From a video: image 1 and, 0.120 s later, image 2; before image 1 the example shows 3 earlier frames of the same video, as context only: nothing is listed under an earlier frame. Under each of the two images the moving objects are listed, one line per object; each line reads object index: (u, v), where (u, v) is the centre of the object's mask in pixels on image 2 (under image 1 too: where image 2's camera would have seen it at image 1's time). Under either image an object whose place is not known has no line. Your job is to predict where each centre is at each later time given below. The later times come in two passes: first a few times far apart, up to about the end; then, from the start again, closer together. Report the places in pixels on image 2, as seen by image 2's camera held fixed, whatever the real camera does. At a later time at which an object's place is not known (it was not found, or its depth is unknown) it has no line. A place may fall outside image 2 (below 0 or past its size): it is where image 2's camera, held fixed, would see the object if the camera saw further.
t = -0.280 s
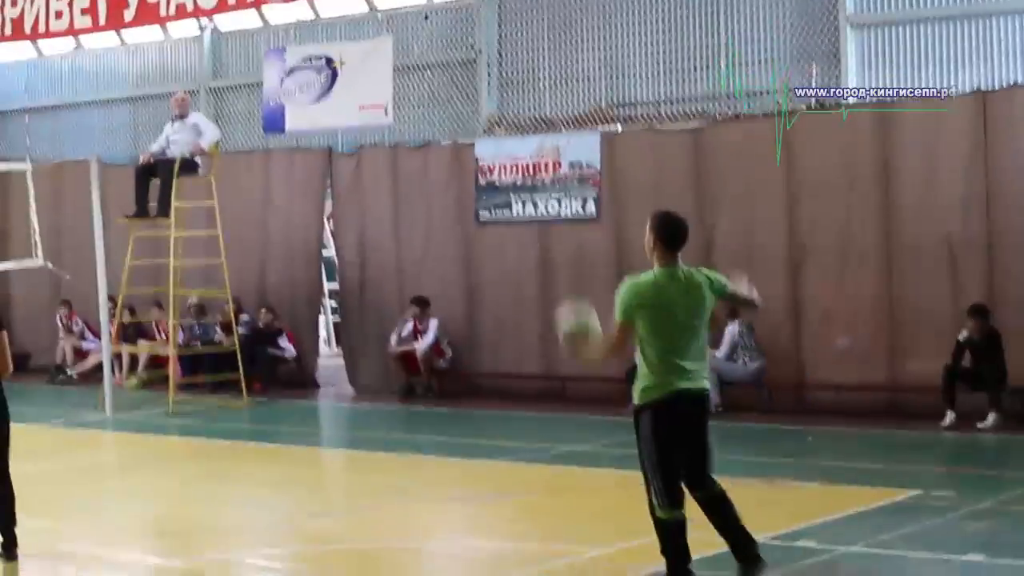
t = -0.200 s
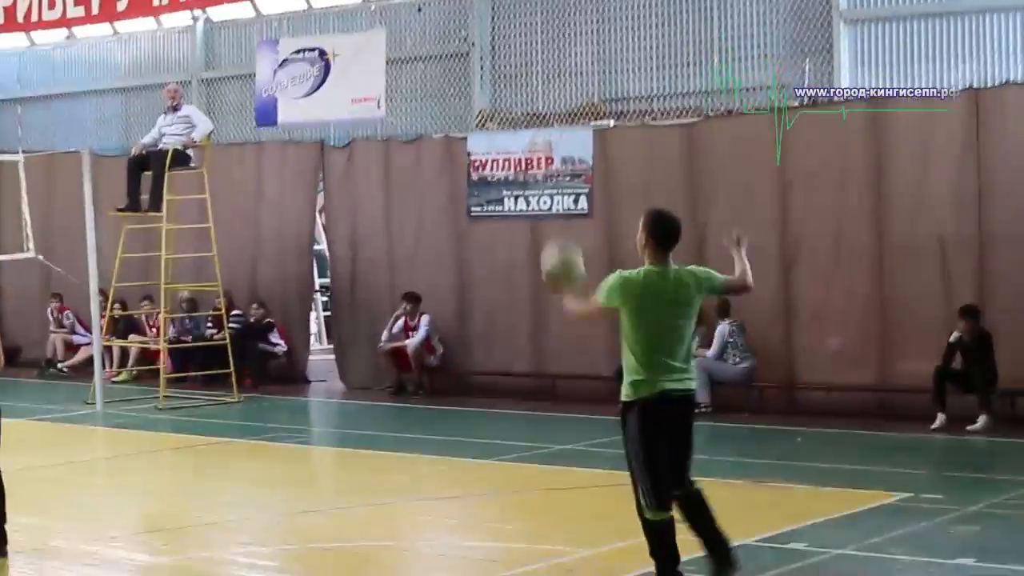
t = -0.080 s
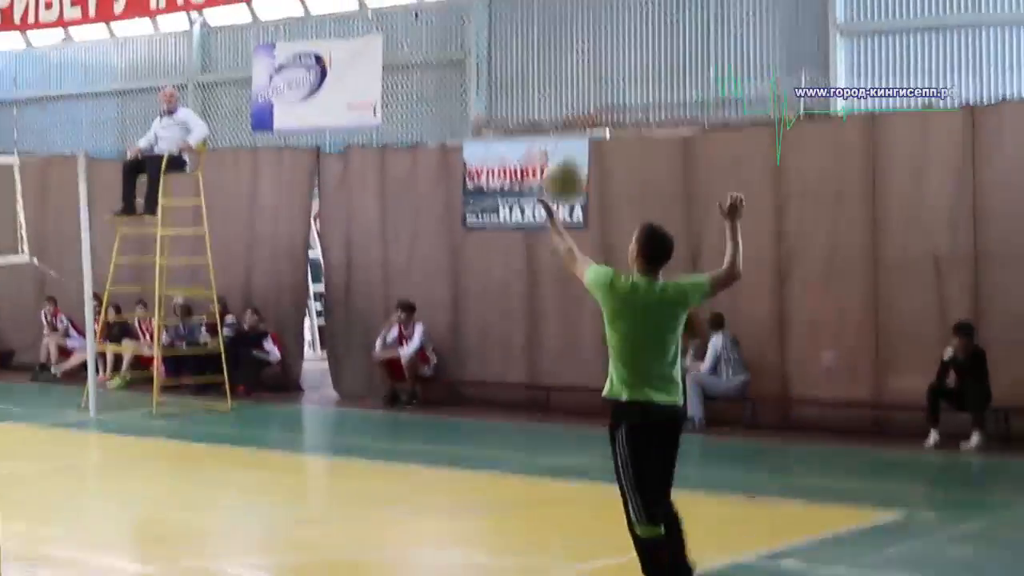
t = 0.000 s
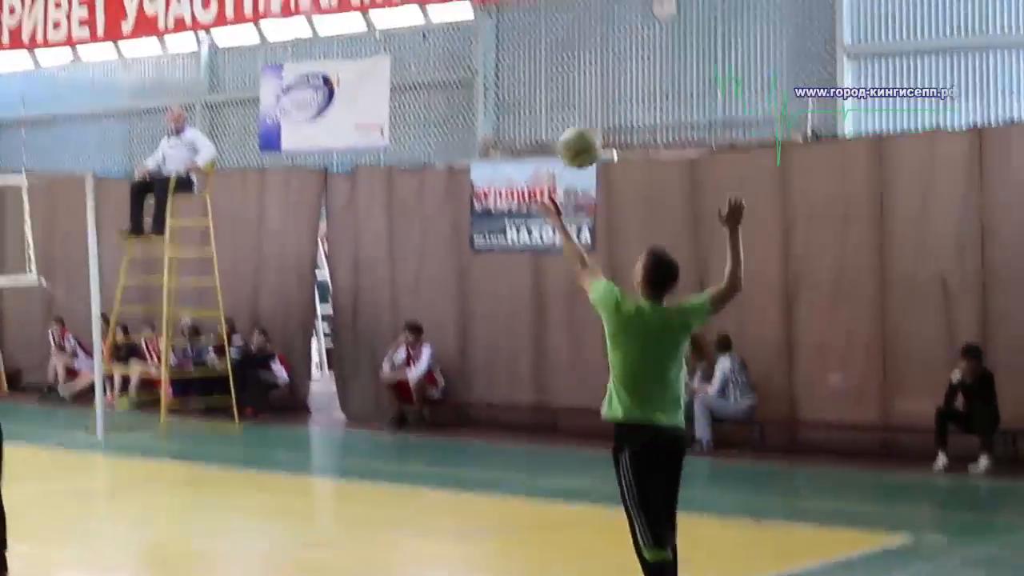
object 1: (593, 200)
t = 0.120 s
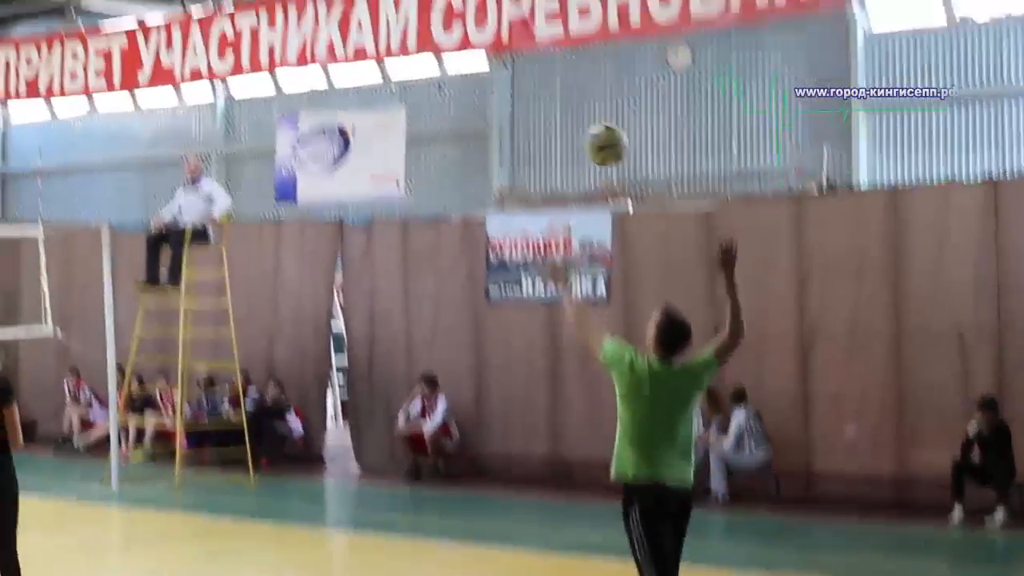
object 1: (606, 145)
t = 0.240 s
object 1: (616, 120)
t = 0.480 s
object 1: (641, 167)
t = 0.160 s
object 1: (609, 134)
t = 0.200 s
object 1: (613, 124)
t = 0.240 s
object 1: (616, 120)
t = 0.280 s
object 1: (619, 120)
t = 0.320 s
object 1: (625, 123)
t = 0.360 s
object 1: (630, 130)
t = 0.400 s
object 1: (634, 138)
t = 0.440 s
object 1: (636, 149)
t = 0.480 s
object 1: (641, 167)
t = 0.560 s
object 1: (652, 204)
